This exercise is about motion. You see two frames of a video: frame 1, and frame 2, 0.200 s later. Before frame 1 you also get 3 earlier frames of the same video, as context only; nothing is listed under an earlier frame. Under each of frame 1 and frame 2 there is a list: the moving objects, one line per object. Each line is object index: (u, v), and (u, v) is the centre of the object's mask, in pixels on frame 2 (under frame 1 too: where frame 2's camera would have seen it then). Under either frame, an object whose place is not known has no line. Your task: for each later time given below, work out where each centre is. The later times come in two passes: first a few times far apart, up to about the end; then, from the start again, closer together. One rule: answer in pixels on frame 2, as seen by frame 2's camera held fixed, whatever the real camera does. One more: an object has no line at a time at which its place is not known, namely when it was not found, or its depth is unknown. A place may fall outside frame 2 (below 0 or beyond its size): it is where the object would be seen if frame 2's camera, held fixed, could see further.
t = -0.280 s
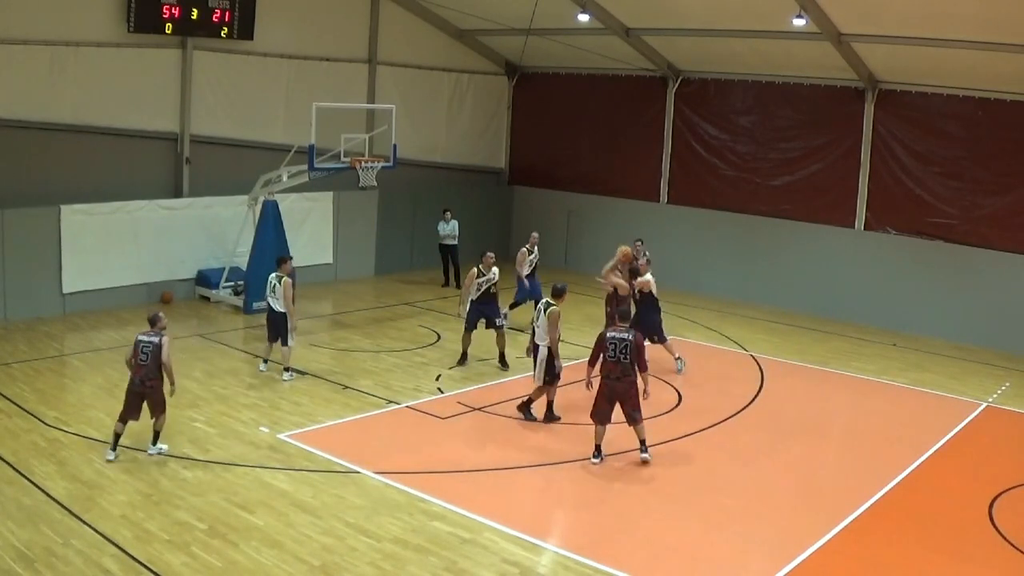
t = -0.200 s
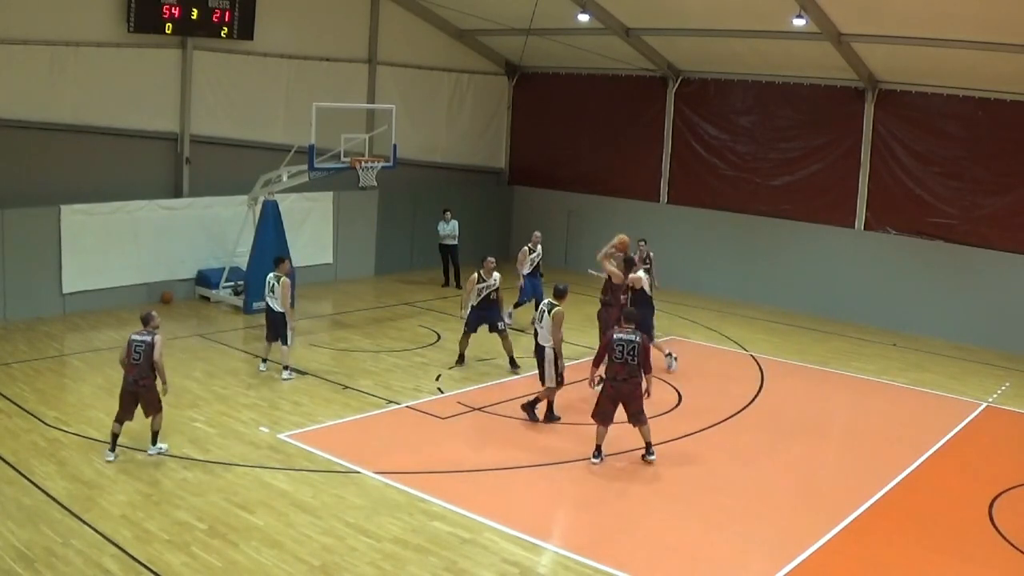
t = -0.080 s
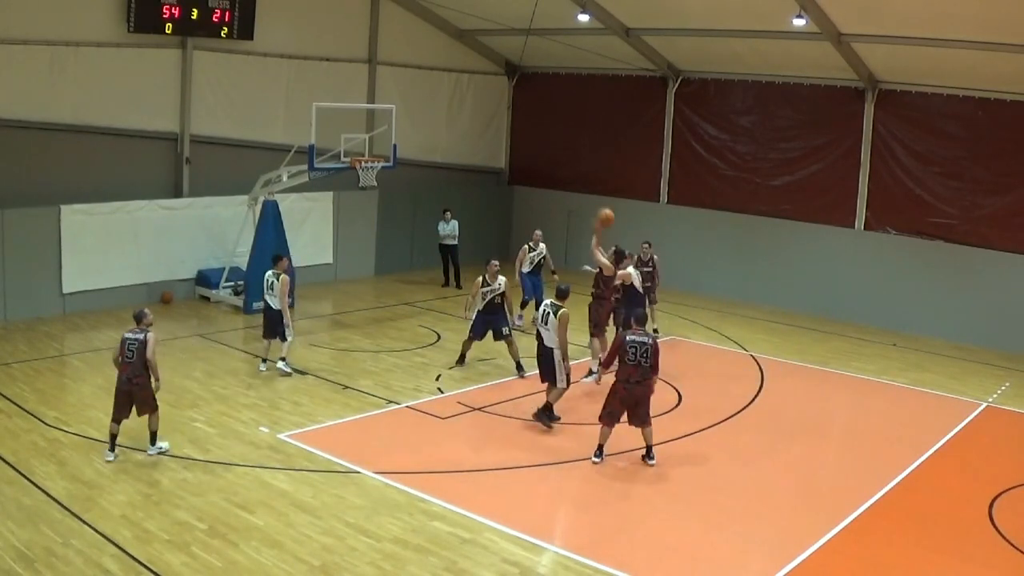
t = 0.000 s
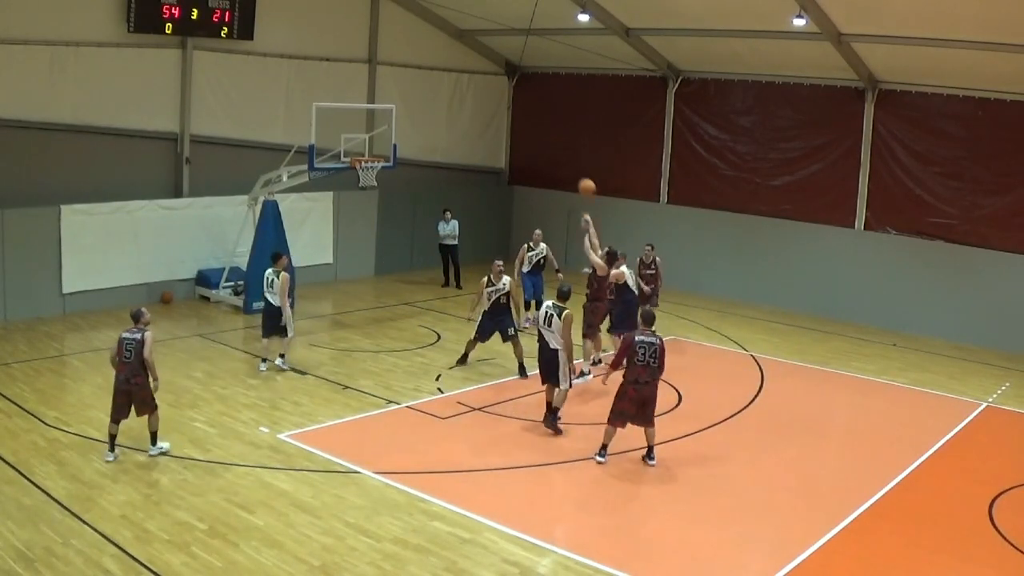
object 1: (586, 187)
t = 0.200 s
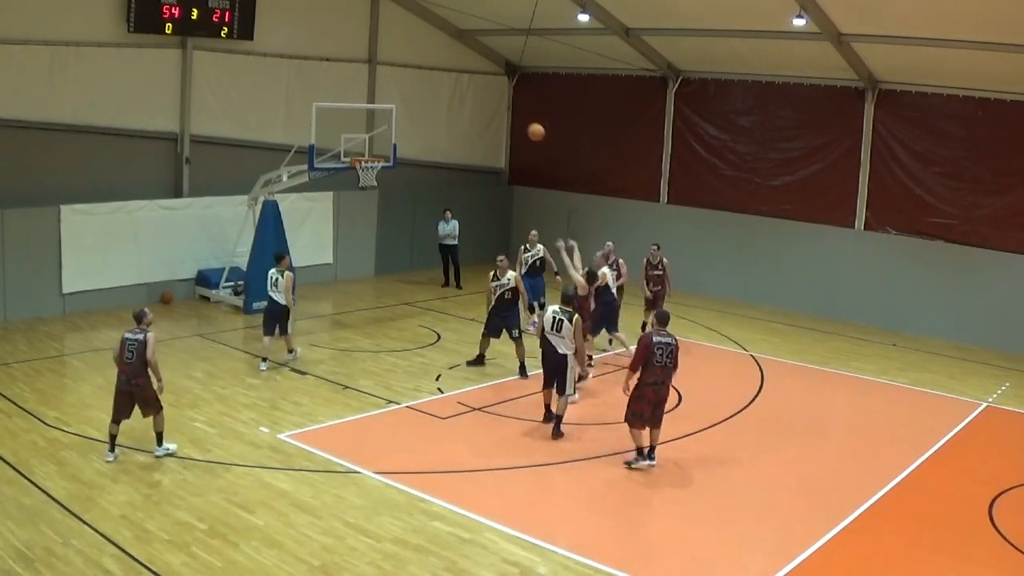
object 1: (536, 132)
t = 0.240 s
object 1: (526, 124)
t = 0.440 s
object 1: (478, 103)
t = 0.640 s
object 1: (433, 108)
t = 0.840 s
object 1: (391, 135)
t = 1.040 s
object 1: (369, 133)
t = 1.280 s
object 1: (381, 118)
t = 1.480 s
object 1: (390, 131)
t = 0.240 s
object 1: (526, 124)
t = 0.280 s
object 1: (517, 118)
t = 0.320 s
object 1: (507, 111)
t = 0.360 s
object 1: (498, 107)
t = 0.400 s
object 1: (488, 105)
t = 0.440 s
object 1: (478, 103)
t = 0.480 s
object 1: (468, 101)
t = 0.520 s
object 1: (459, 101)
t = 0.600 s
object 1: (442, 105)
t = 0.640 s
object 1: (433, 108)
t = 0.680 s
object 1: (425, 111)
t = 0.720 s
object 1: (416, 115)
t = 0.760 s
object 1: (408, 121)
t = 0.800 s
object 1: (400, 128)
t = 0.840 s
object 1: (391, 135)
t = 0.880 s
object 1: (383, 143)
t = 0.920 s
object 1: (376, 150)
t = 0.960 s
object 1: (371, 146)
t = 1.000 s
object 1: (368, 139)
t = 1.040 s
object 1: (369, 133)
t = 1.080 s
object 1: (371, 127)
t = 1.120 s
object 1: (373, 123)
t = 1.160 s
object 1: (375, 121)
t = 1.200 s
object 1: (377, 119)
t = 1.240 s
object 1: (379, 118)
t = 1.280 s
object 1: (381, 118)
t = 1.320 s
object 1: (382, 118)
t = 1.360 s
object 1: (384, 120)
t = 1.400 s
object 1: (386, 121)
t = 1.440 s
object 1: (388, 126)
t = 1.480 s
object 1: (390, 131)
